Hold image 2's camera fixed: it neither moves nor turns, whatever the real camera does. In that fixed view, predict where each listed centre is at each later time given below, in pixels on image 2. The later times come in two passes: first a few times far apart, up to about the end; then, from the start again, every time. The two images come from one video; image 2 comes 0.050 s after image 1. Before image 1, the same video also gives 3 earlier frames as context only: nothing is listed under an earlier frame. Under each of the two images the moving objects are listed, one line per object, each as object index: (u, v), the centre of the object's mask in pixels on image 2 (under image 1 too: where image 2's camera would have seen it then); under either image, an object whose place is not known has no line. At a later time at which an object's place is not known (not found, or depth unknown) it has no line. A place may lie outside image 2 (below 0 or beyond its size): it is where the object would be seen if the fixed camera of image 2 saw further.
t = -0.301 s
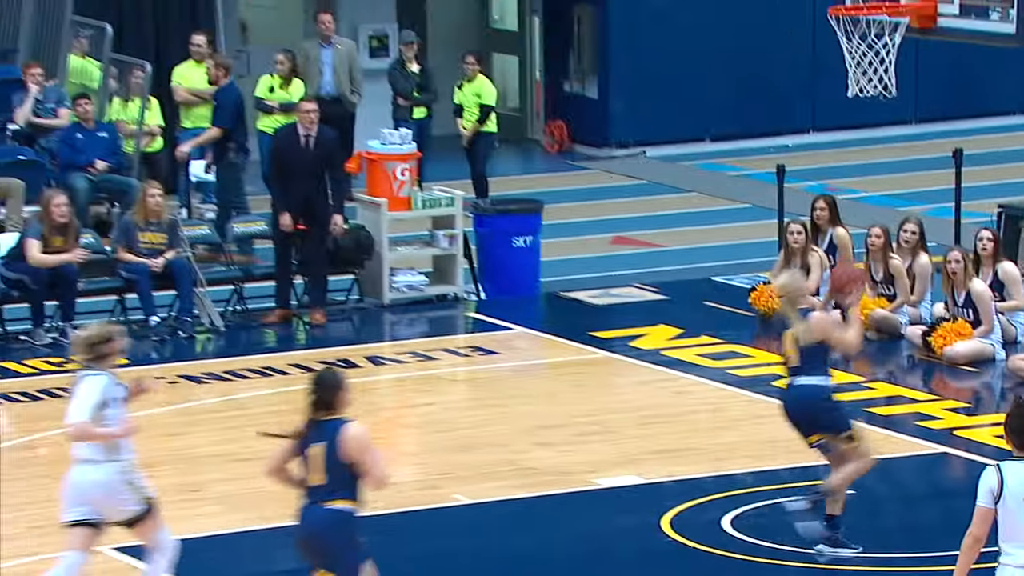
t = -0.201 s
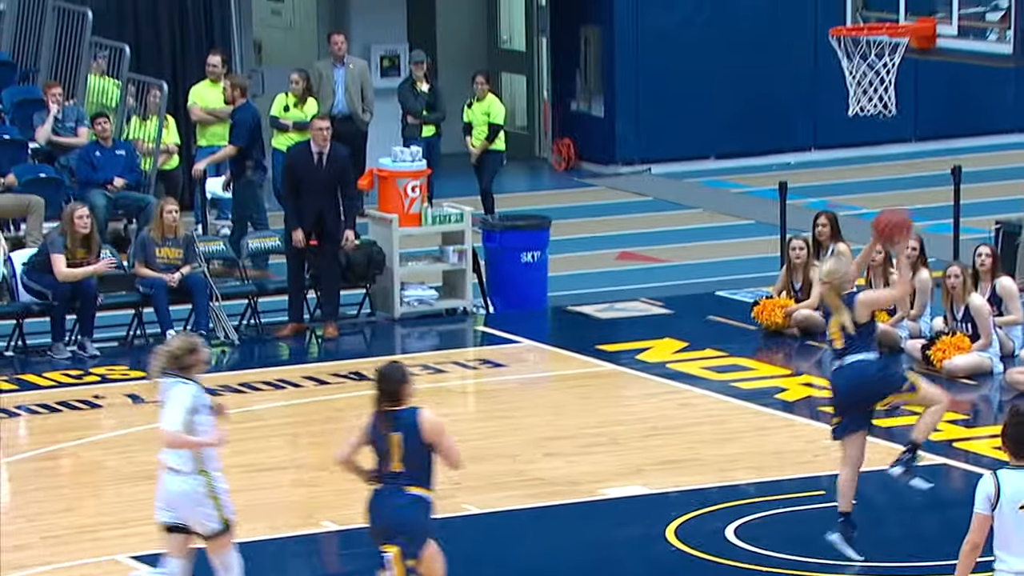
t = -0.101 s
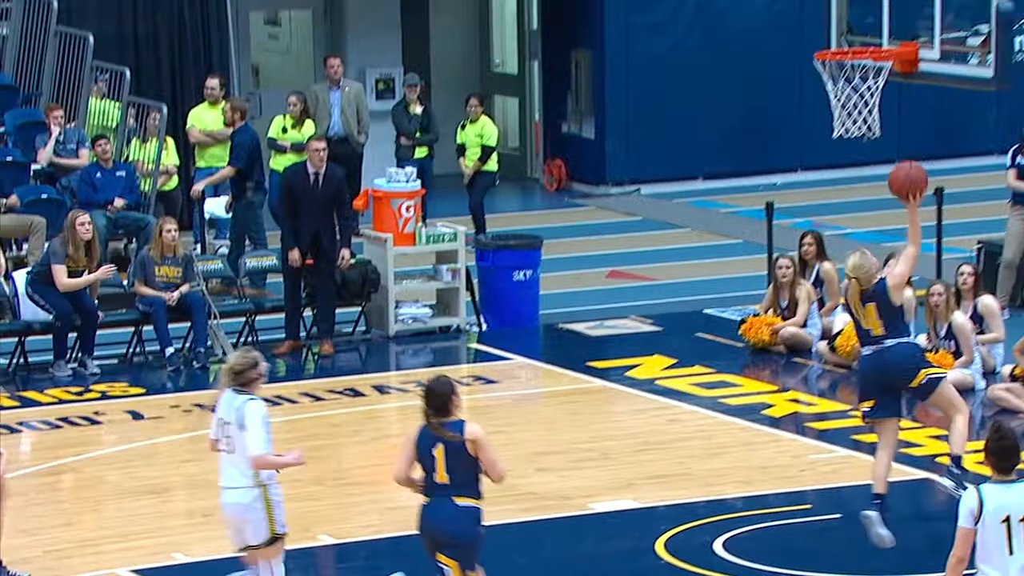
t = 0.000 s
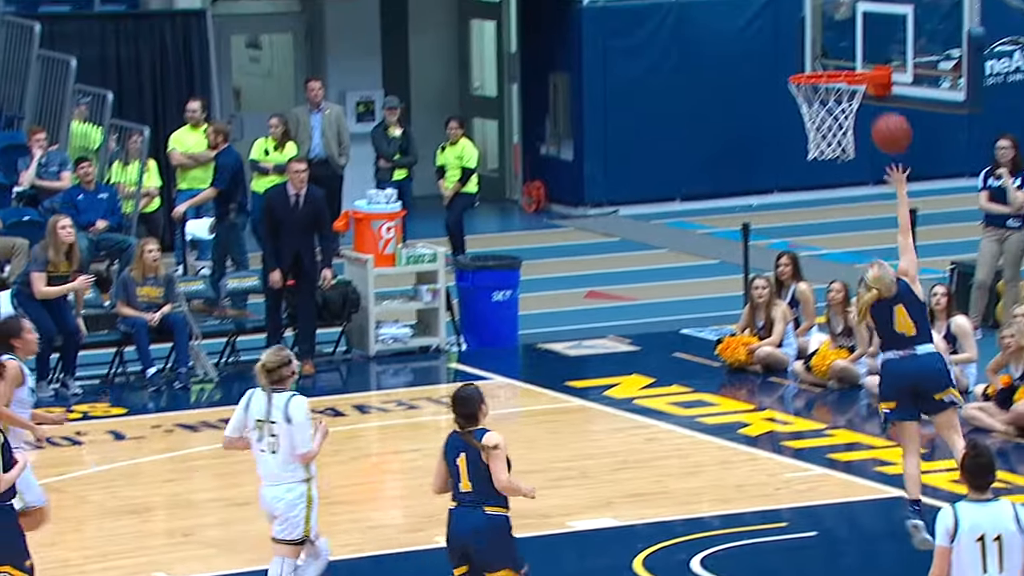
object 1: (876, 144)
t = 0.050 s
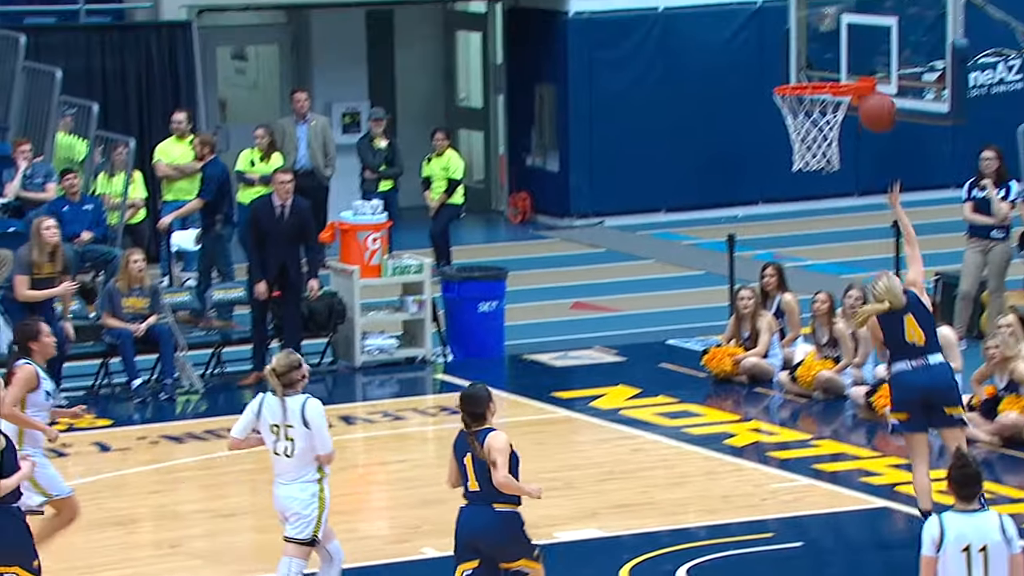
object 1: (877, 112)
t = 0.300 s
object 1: (856, 29)
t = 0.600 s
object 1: (801, 80)
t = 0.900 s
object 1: (856, 151)
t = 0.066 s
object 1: (877, 103)
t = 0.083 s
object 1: (878, 93)
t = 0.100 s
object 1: (879, 83)
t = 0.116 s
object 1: (879, 75)
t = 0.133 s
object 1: (879, 67)
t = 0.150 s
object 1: (879, 60)
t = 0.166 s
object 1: (880, 53)
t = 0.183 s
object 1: (880, 46)
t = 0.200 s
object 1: (880, 41)
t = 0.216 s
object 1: (875, 39)
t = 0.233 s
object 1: (871, 36)
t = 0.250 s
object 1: (869, 34)
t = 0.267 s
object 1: (866, 32)
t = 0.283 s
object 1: (862, 31)
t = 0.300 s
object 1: (856, 29)
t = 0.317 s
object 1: (852, 29)
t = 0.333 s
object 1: (848, 29)
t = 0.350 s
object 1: (845, 30)
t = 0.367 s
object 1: (841, 31)
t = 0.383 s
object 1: (836, 33)
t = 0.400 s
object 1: (832, 35)
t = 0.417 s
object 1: (829, 36)
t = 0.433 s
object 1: (824, 40)
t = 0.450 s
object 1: (823, 42)
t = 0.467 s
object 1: (819, 46)
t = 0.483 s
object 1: (816, 49)
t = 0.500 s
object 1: (811, 55)
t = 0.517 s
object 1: (806, 61)
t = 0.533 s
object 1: (802, 66)
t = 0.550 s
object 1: (798, 72)
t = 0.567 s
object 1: (794, 76)
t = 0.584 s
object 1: (795, 79)
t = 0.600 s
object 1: (801, 80)
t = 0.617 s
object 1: (808, 88)
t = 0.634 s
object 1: (810, 97)
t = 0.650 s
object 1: (815, 105)
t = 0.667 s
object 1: (820, 107)
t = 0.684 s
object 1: (827, 114)
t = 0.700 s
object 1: (833, 119)
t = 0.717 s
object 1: (839, 125)
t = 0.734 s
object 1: (842, 129)
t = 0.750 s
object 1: (844, 133)
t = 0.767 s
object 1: (847, 133)
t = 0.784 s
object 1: (849, 134)
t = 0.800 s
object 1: (850, 134)
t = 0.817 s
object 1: (851, 135)
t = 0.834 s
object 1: (851, 137)
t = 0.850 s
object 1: (853, 146)
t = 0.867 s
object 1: (854, 147)
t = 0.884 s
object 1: (855, 149)
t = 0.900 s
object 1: (856, 151)
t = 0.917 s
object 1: (857, 154)
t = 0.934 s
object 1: (859, 159)
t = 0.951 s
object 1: (860, 164)
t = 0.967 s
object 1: (861, 169)
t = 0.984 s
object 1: (867, 175)
